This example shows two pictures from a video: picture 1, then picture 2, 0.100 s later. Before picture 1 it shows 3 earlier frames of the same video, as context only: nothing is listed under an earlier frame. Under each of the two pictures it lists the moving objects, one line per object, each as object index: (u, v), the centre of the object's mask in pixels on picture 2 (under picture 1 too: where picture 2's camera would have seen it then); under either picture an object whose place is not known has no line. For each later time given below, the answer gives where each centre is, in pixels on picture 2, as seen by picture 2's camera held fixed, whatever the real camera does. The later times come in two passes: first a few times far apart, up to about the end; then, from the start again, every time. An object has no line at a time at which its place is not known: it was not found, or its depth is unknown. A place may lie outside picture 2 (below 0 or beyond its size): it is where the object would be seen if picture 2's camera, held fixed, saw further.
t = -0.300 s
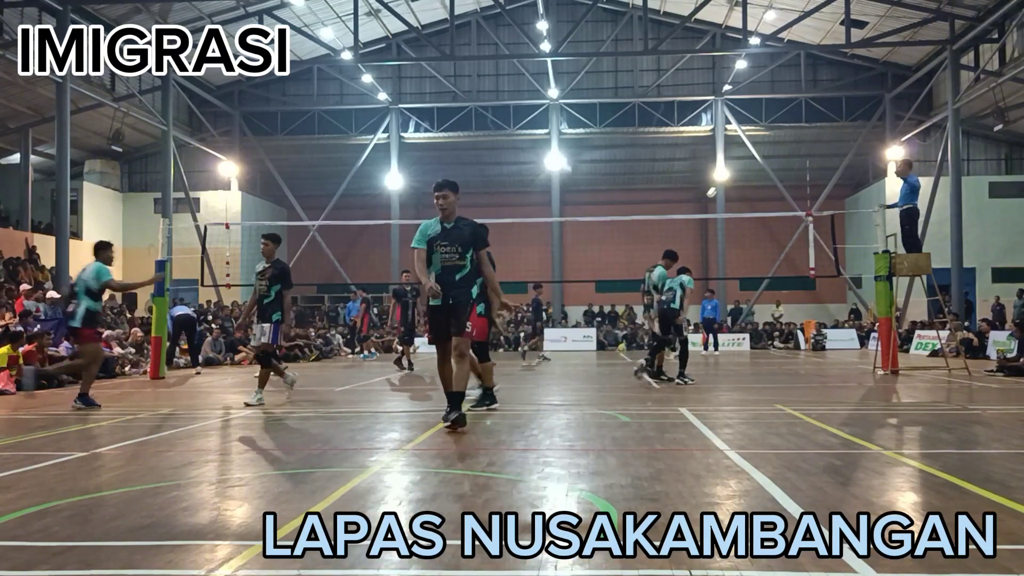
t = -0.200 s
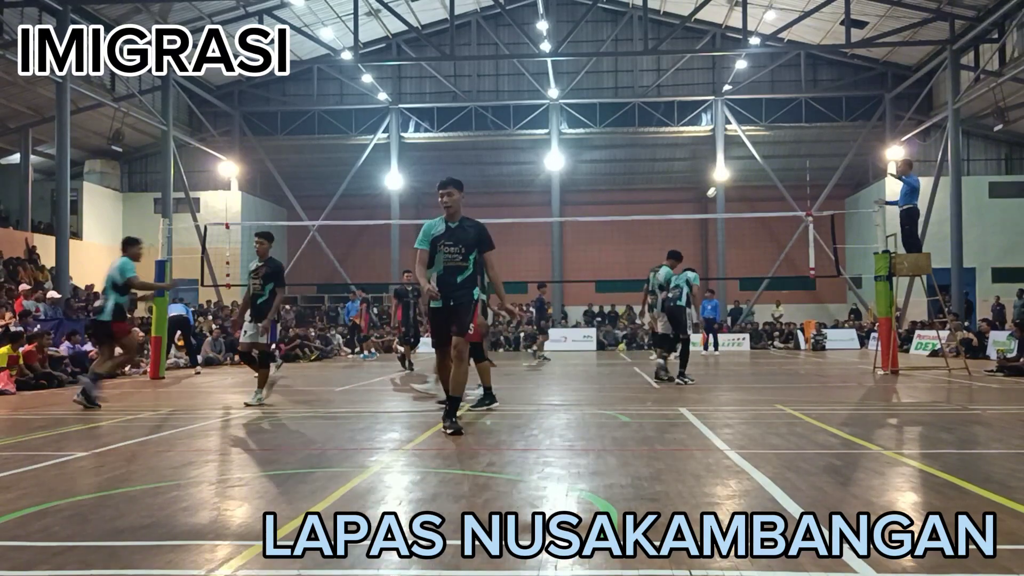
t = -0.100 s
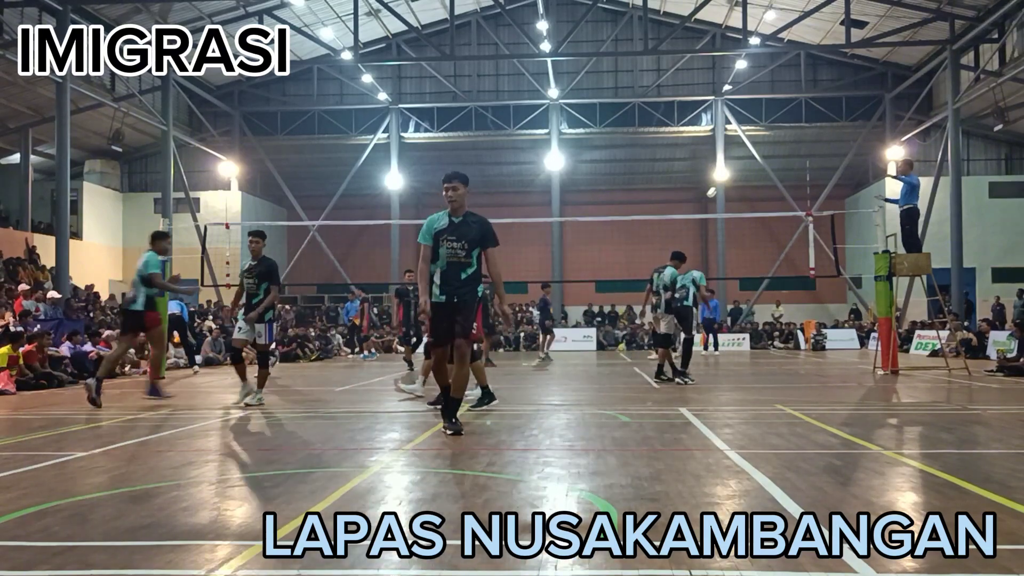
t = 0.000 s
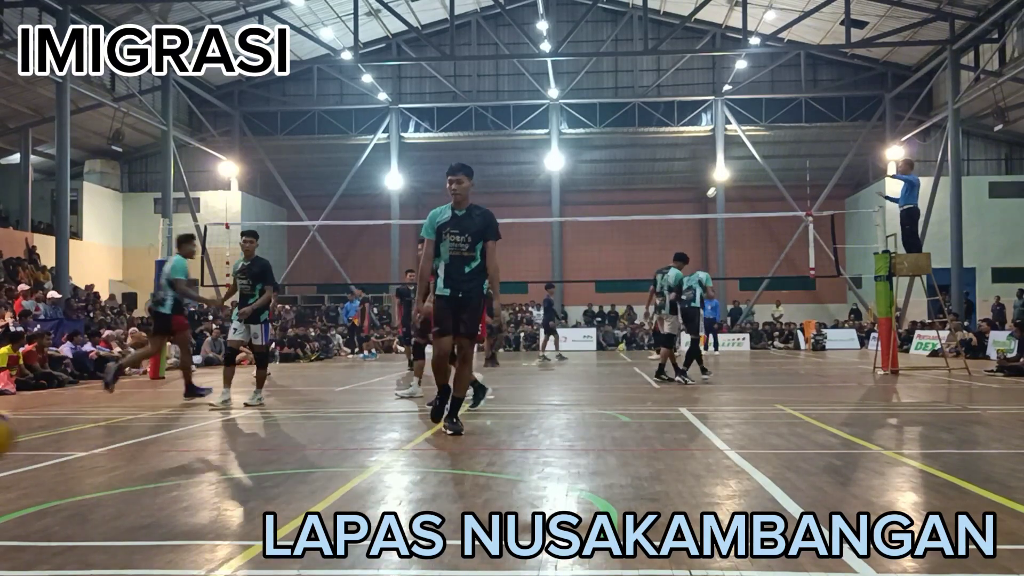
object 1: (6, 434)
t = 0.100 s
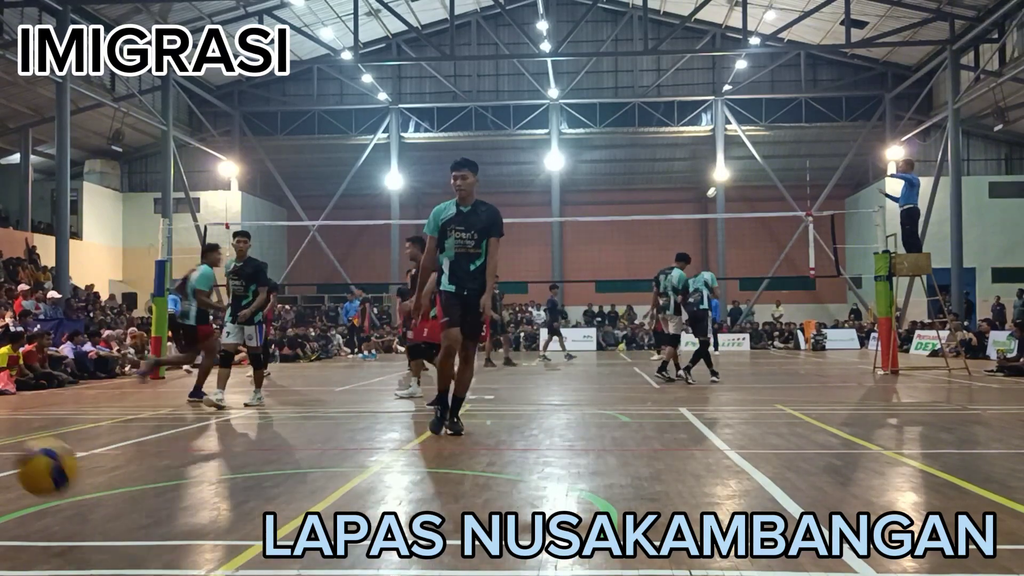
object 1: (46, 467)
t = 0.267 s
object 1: (148, 460)
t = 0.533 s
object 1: (291, 452)
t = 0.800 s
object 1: (418, 438)
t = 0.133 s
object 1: (66, 484)
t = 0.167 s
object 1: (86, 501)
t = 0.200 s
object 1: (108, 489)
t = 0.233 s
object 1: (128, 472)
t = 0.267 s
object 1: (148, 460)
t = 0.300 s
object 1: (168, 448)
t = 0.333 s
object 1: (187, 441)
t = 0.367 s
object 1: (206, 436)
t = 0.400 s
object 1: (223, 434)
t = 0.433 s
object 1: (242, 435)
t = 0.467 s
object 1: (259, 437)
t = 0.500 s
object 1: (276, 444)
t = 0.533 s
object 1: (291, 452)
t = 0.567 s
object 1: (309, 463)
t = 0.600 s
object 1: (324, 474)
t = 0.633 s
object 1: (342, 481)
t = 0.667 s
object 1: (357, 467)
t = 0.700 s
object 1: (375, 456)
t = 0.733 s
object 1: (390, 447)
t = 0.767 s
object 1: (404, 441)
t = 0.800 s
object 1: (418, 438)
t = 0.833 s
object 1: (433, 436)
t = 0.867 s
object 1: (447, 437)
